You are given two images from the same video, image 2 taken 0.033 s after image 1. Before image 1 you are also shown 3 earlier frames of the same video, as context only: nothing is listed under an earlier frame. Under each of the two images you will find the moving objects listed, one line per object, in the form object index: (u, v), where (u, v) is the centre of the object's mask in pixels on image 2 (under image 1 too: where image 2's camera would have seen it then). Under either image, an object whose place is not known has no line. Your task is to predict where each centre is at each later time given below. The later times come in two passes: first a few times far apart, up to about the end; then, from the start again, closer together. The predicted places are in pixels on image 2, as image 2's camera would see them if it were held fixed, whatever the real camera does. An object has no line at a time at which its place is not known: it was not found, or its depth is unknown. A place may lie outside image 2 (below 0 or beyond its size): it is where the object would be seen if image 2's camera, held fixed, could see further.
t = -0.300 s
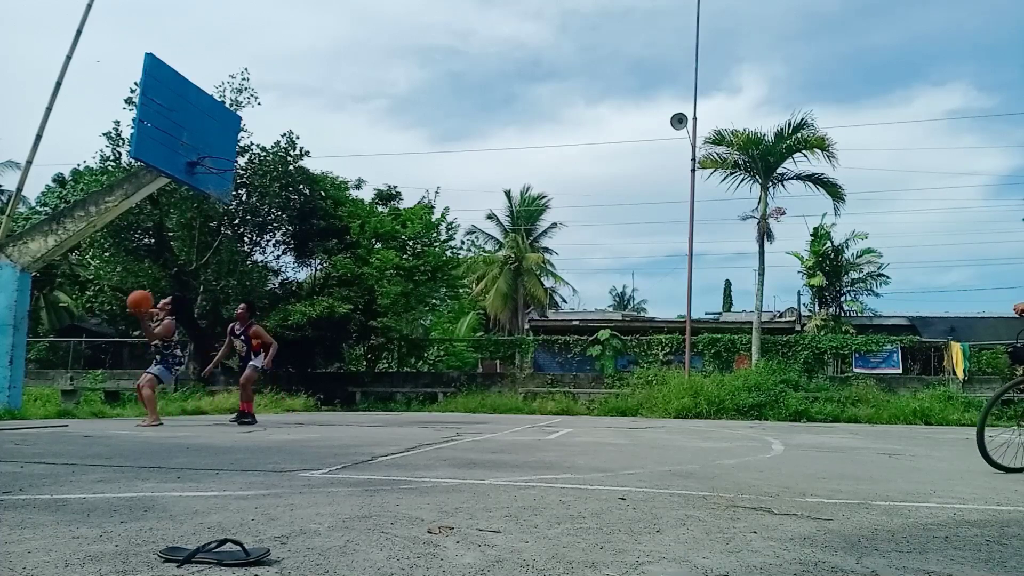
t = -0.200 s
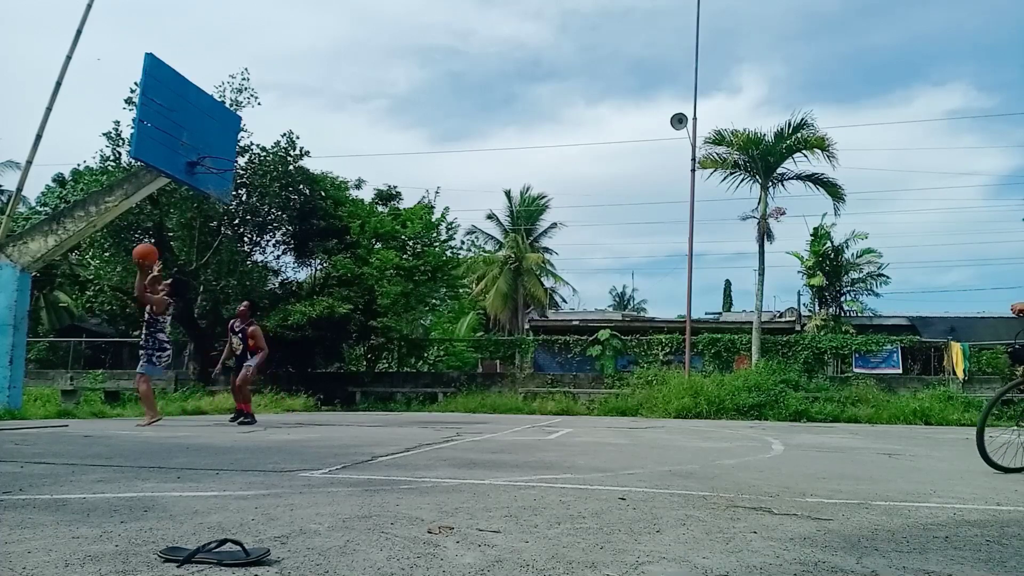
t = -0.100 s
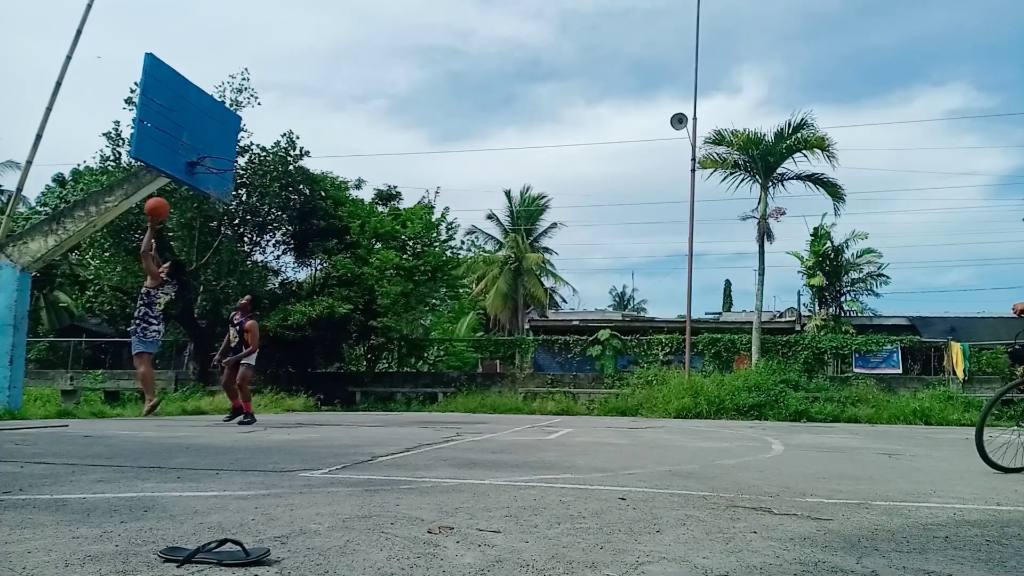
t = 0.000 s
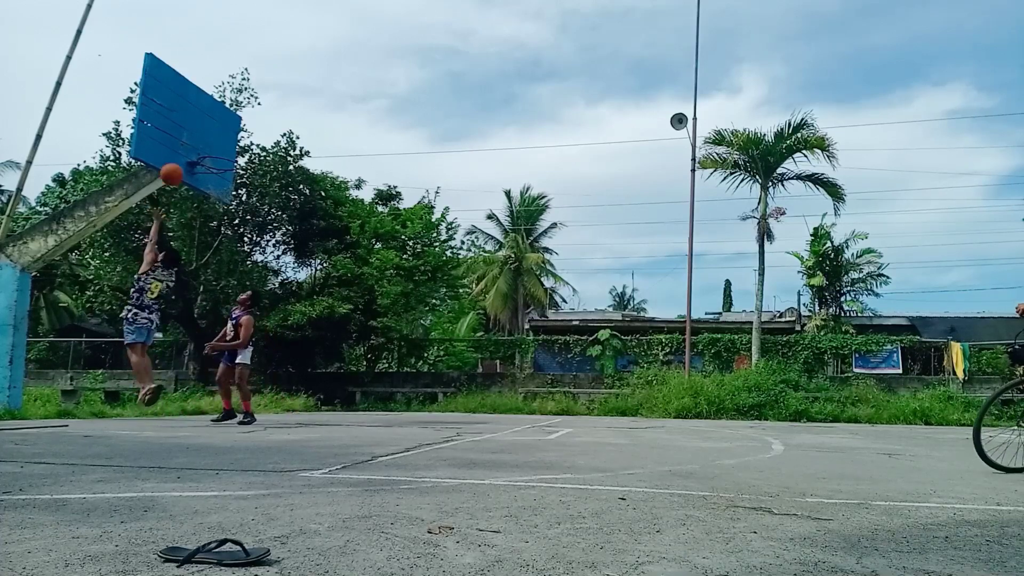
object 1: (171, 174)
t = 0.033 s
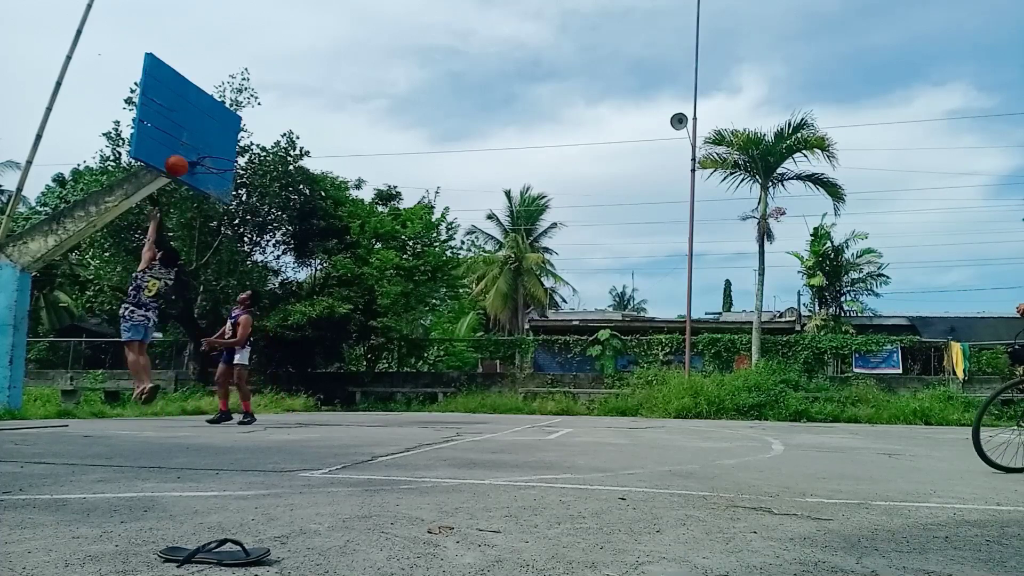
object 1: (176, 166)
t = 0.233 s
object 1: (199, 137)
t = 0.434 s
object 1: (217, 142)
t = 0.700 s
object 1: (242, 189)
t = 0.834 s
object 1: (252, 230)
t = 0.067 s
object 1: (181, 158)
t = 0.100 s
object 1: (184, 152)
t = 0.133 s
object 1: (188, 146)
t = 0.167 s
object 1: (192, 142)
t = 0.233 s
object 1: (199, 137)
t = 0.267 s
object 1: (202, 136)
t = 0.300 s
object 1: (205, 136)
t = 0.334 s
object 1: (208, 136)
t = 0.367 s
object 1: (210, 137)
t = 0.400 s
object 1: (214, 140)
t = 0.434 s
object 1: (217, 142)
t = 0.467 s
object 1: (221, 145)
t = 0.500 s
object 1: (224, 149)
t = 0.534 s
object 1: (228, 153)
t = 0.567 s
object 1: (231, 159)
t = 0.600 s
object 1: (234, 165)
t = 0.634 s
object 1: (237, 173)
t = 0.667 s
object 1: (240, 180)
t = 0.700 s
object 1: (242, 189)
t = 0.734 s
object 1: (246, 198)
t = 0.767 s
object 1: (248, 209)
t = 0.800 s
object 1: (250, 220)
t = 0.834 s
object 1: (252, 230)
